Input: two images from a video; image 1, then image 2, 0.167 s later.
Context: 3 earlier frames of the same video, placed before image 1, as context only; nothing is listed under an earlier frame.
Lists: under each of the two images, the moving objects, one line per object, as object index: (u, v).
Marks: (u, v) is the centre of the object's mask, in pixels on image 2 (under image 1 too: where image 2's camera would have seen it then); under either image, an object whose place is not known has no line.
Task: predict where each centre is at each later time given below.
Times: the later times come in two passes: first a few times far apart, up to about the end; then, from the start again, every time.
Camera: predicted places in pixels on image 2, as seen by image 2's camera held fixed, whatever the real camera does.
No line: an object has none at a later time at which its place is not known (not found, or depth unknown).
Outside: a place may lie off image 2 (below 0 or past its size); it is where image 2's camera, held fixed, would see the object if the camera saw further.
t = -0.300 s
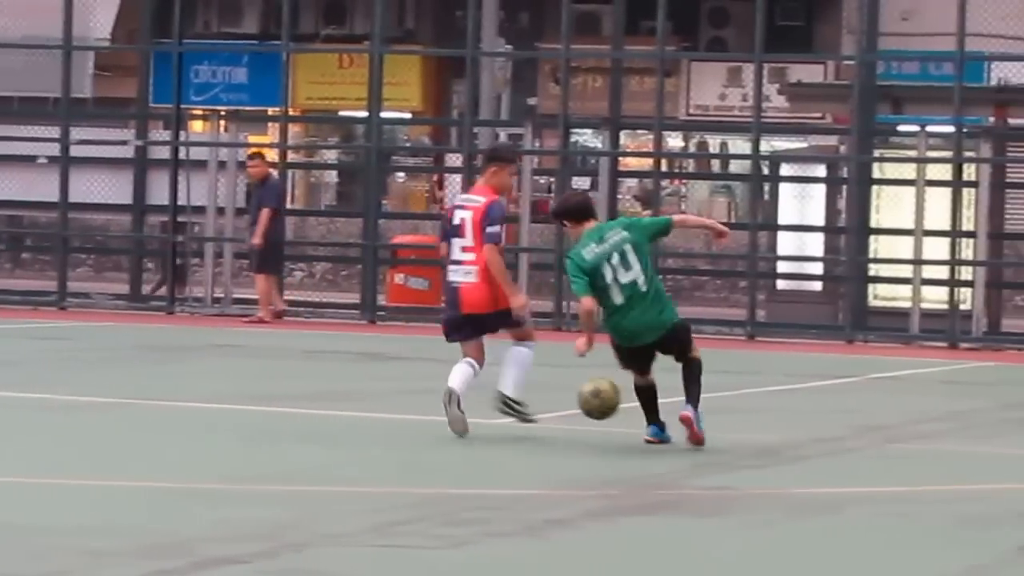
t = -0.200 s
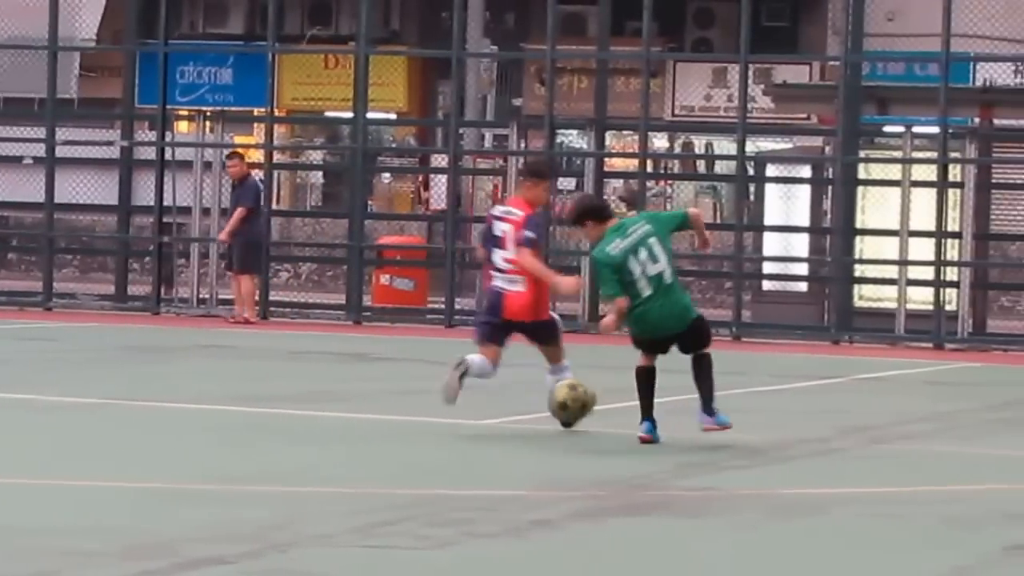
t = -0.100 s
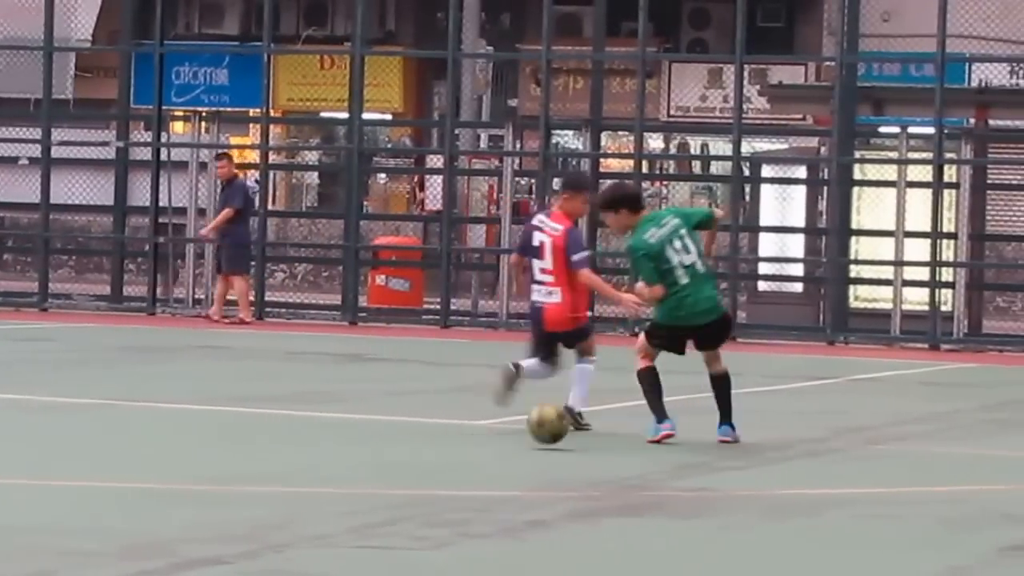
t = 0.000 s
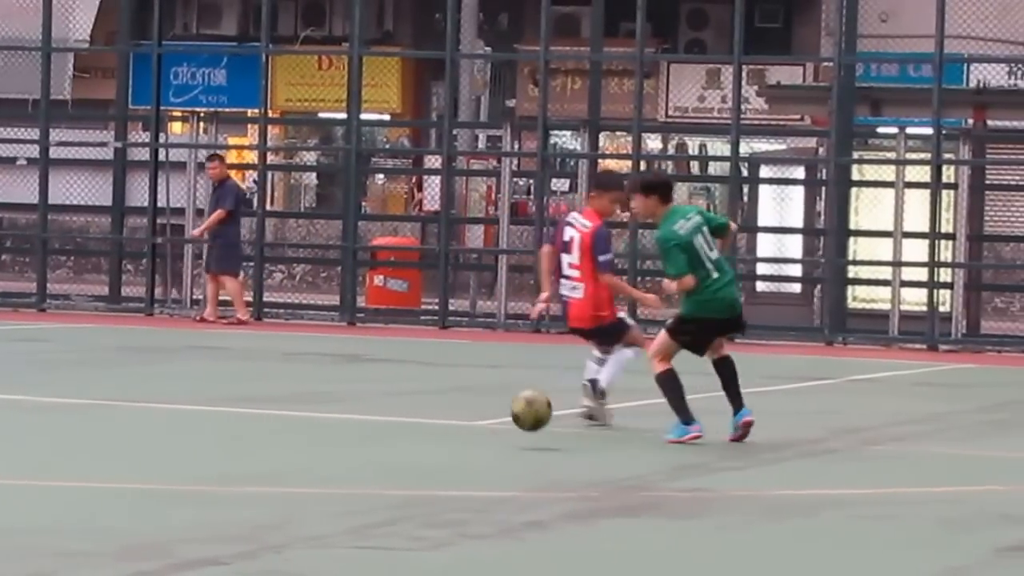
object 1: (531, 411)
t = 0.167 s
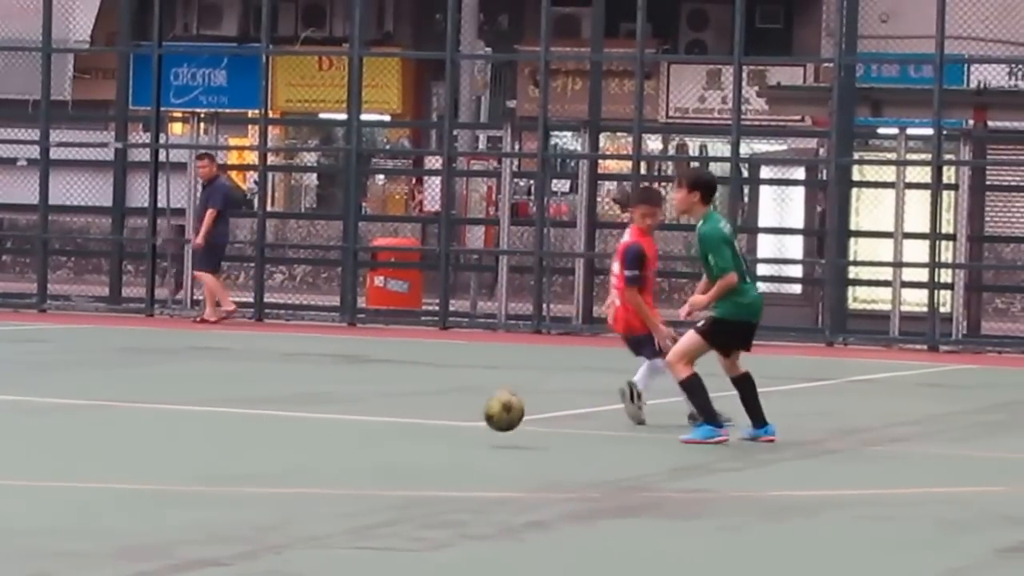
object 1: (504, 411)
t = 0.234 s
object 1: (491, 425)
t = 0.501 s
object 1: (449, 419)
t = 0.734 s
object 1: (411, 415)
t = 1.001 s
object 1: (369, 412)
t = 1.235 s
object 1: (333, 410)
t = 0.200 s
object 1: (497, 417)
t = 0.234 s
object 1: (491, 425)
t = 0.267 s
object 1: (485, 418)
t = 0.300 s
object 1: (481, 412)
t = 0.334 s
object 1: (475, 408)
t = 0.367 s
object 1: (470, 406)
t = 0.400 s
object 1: (465, 406)
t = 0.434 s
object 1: (459, 408)
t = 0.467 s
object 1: (454, 412)
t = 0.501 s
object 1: (449, 419)
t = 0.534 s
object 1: (444, 419)
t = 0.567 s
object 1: (438, 413)
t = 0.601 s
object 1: (433, 410)
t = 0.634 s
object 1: (427, 408)
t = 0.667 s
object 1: (422, 408)
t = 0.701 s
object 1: (416, 410)
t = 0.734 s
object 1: (411, 415)
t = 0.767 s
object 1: (406, 417)
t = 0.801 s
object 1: (401, 412)
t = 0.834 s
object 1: (395, 410)
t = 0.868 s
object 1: (390, 408)
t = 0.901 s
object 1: (384, 410)
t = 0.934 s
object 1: (379, 413)
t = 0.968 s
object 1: (374, 416)
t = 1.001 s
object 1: (369, 412)
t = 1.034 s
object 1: (364, 409)
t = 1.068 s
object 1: (358, 409)
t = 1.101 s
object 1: (353, 412)
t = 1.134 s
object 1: (348, 414)
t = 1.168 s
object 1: (343, 411)
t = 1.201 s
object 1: (338, 410)
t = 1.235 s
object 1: (333, 410)
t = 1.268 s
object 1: (328, 413)
